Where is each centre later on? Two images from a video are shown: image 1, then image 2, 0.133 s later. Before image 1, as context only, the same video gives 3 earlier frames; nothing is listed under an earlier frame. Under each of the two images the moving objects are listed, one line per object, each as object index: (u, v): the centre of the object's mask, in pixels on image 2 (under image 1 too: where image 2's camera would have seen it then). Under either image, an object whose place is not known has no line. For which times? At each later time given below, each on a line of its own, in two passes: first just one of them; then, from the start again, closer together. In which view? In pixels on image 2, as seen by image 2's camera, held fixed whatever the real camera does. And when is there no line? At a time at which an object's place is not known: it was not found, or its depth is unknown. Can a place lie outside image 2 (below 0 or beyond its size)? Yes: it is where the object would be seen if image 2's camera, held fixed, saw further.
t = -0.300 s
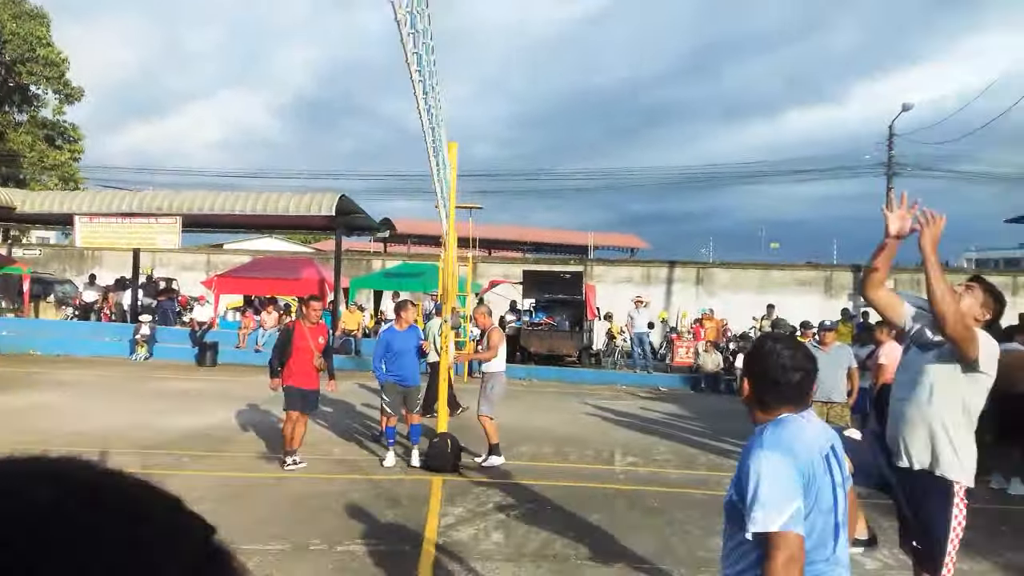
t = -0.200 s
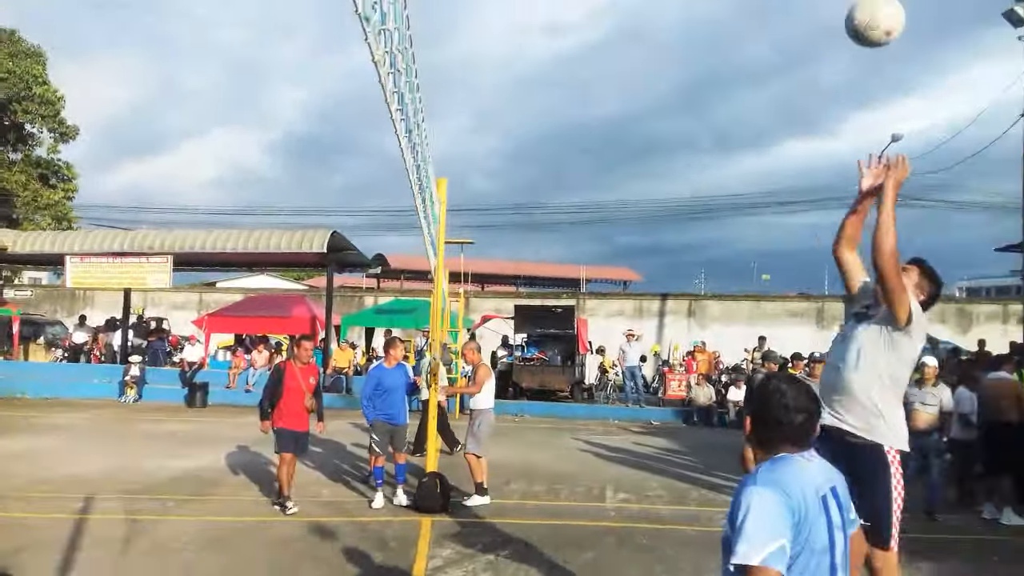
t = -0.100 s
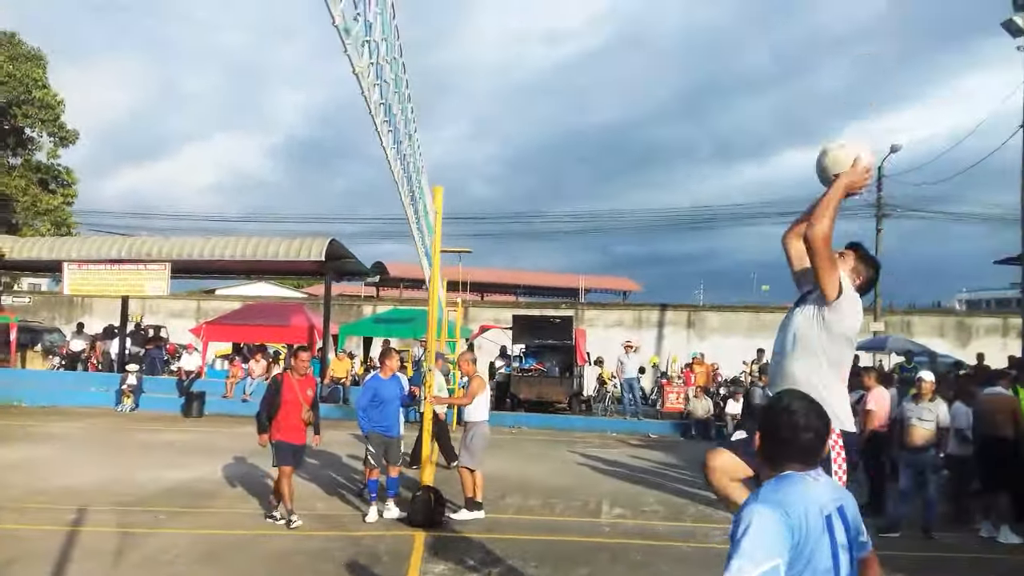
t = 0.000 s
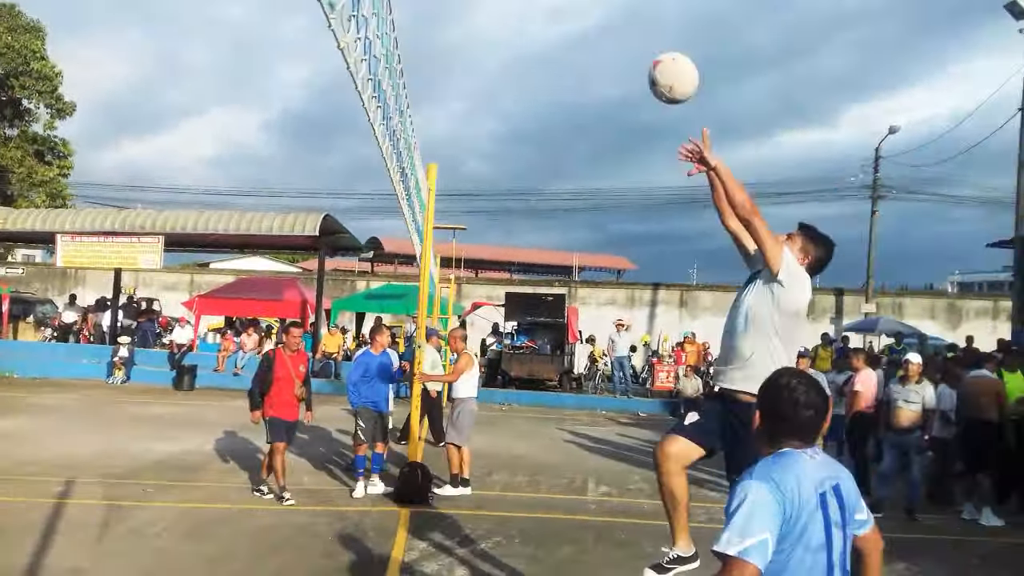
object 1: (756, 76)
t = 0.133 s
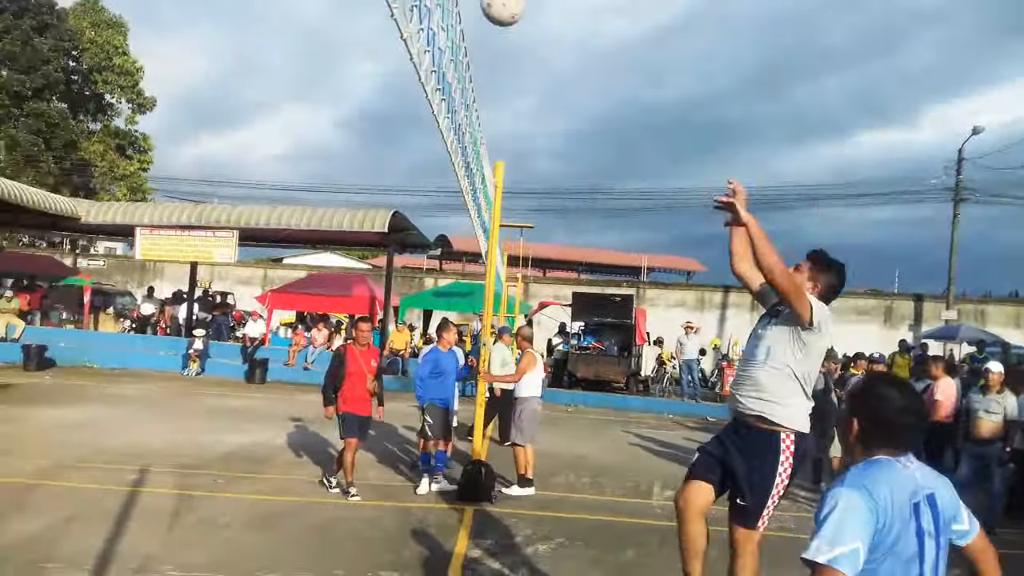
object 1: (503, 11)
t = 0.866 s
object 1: (-203, 163)
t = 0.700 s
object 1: (-86, 82)
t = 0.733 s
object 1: (-109, 97)
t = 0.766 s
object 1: (-134, 111)
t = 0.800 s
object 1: (-157, 127)
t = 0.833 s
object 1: (-181, 145)
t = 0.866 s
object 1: (-203, 163)
